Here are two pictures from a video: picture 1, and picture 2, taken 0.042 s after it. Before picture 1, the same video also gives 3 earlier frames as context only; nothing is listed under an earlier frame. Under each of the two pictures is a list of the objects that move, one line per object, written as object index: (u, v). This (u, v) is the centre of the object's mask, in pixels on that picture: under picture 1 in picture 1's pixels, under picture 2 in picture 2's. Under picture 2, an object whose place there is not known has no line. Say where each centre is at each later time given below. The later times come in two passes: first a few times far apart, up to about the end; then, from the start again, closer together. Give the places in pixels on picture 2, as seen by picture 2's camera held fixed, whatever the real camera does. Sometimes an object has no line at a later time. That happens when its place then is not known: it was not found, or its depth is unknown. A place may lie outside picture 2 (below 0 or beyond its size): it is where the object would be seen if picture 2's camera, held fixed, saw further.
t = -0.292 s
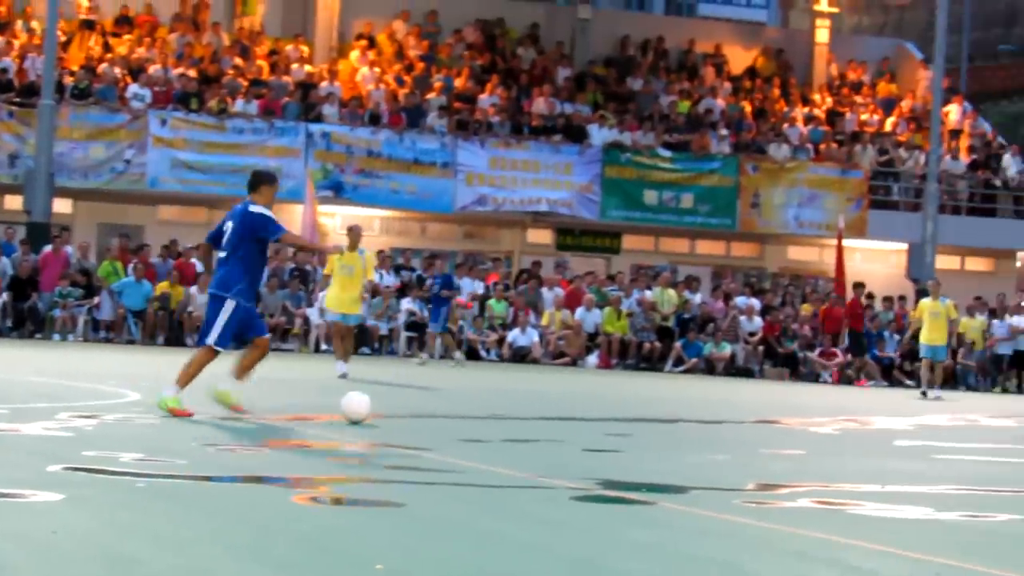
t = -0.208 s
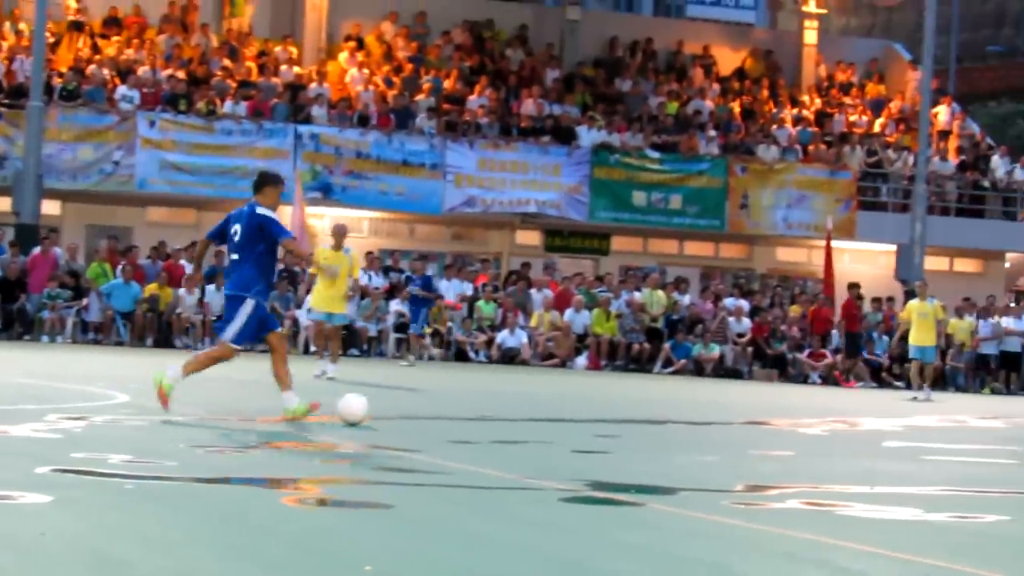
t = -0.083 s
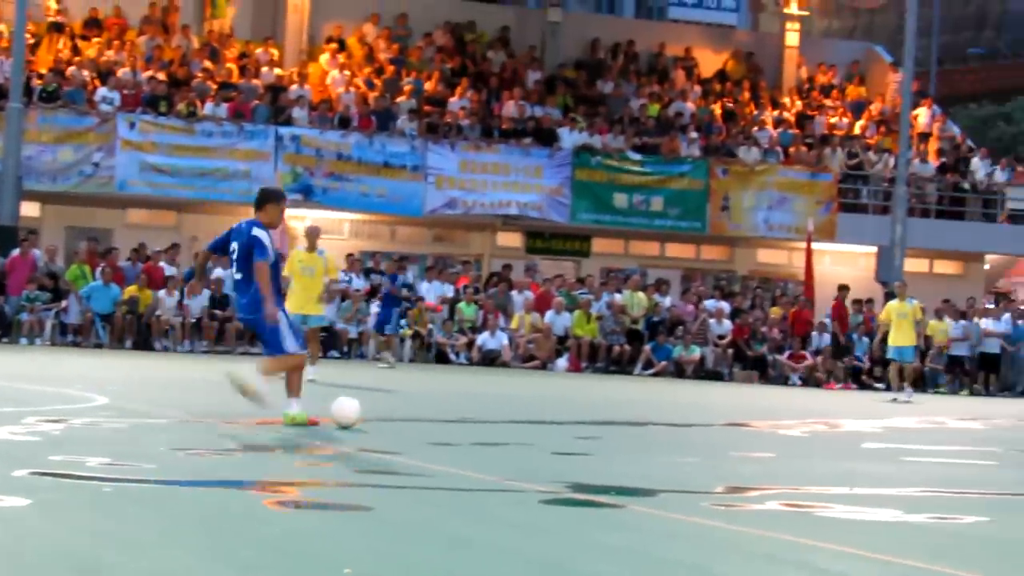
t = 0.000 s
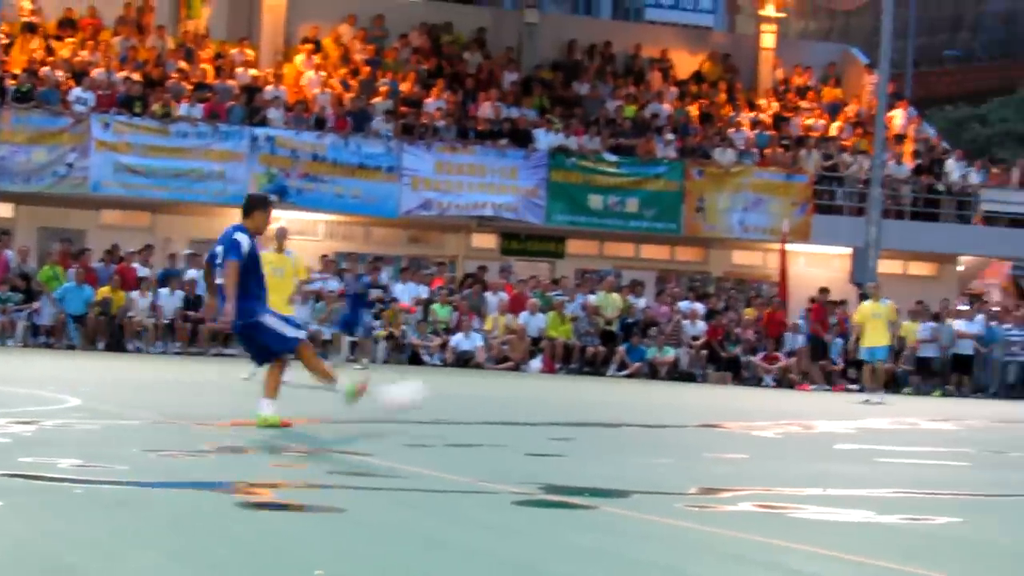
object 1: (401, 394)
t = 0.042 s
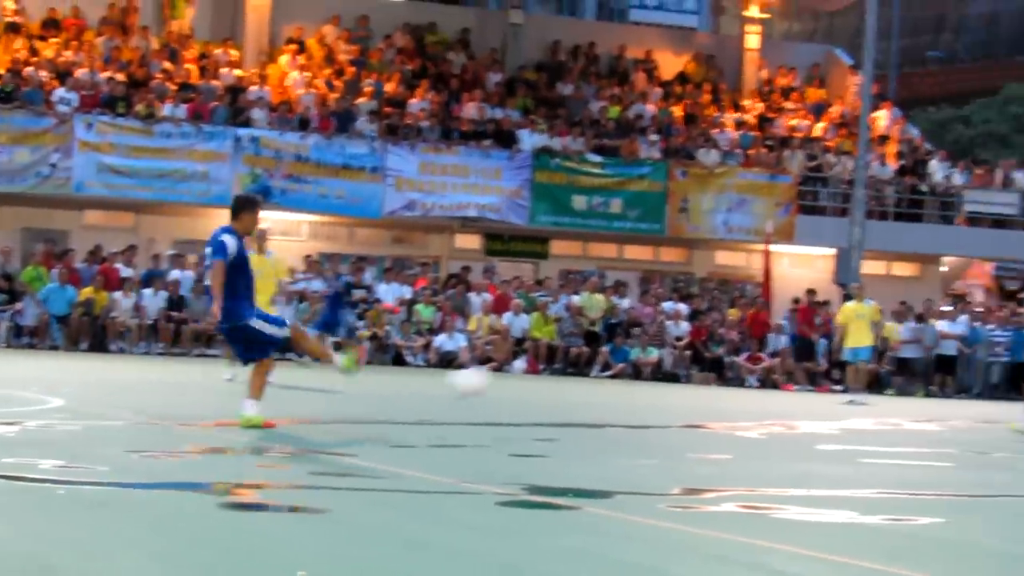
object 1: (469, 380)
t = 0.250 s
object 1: (795, 350)
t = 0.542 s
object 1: (1088, 406)
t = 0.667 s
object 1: (1161, 412)
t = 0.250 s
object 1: (795, 350)
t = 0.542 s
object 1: (1088, 406)
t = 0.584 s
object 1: (1117, 427)
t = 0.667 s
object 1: (1161, 412)
